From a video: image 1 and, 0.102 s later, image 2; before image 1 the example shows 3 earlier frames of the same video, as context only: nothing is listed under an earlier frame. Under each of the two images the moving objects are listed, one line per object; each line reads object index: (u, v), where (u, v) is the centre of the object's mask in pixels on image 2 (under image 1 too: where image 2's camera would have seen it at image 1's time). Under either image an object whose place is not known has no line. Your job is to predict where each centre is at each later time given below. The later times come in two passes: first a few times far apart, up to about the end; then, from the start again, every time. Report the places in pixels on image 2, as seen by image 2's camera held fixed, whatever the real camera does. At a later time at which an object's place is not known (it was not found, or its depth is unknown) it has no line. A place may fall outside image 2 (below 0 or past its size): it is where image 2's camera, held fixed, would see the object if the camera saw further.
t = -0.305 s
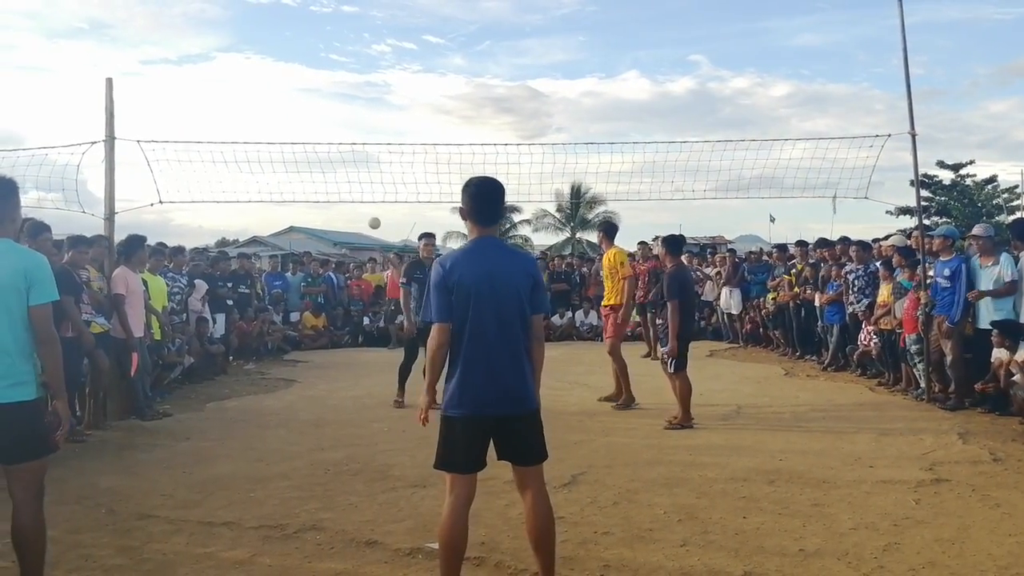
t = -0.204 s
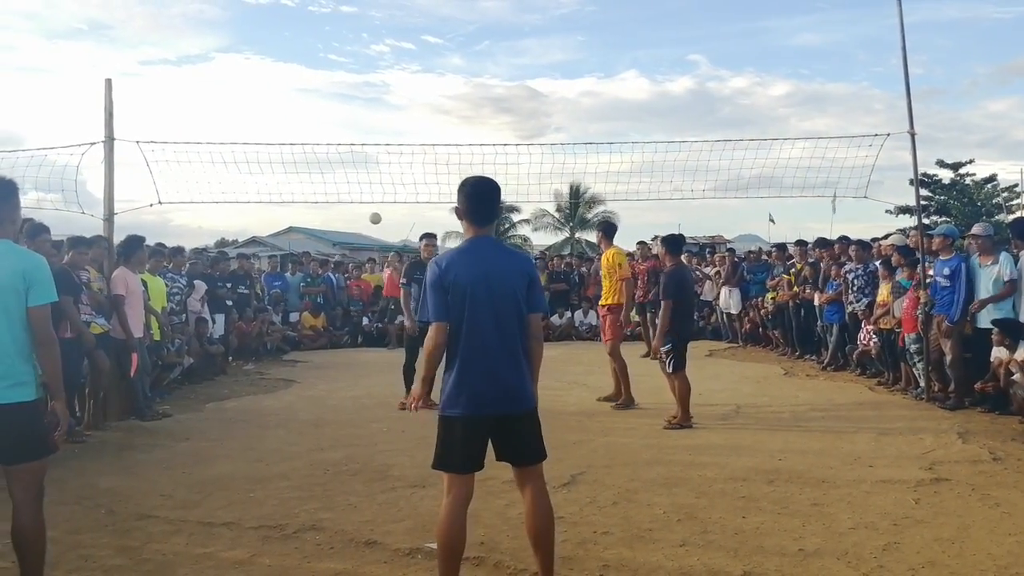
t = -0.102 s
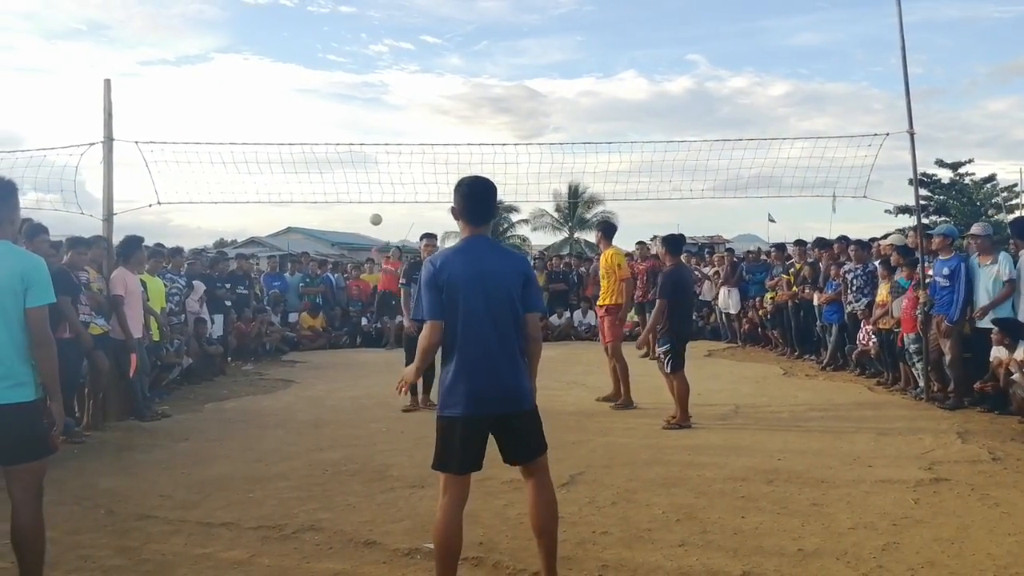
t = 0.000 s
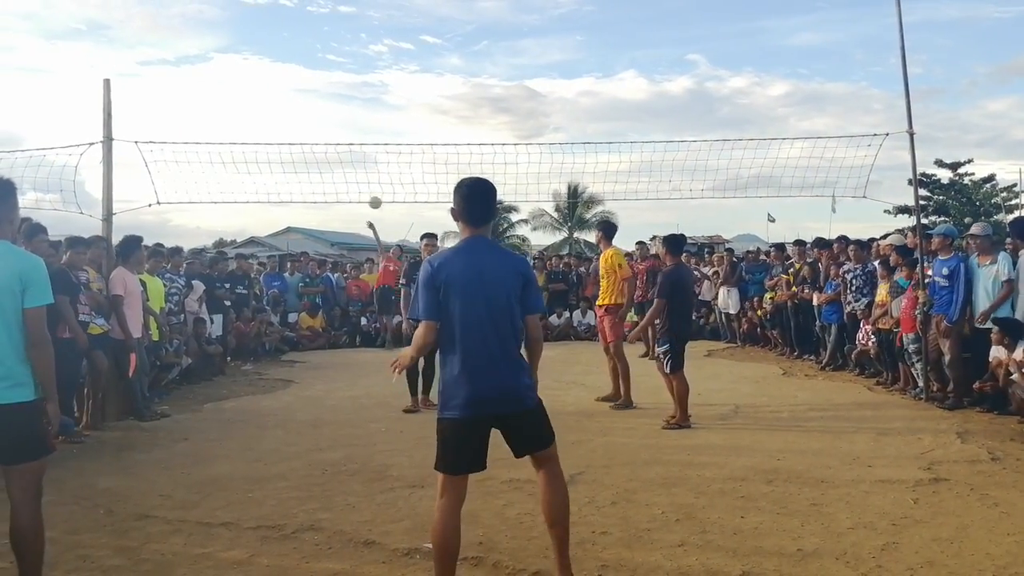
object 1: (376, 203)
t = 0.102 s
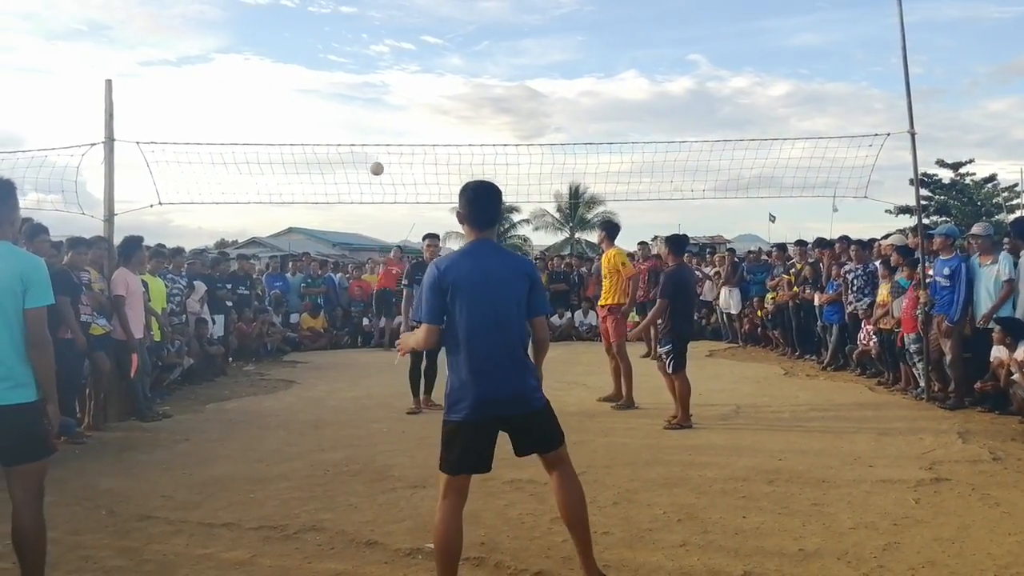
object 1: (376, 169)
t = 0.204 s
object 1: (377, 136)
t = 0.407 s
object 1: (390, 83)
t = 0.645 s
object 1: (428, 54)
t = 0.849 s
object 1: (500, 83)
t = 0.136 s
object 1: (377, 157)
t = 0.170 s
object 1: (377, 147)
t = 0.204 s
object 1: (377, 136)
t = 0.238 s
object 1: (379, 126)
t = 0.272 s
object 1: (380, 117)
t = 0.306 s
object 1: (382, 107)
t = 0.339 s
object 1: (384, 99)
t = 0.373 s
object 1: (386, 91)
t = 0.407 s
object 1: (390, 83)
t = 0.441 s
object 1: (393, 77)
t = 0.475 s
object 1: (398, 71)
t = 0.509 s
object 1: (402, 66)
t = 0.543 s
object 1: (407, 61)
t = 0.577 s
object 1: (413, 58)
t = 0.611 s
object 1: (420, 55)
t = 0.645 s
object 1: (428, 54)
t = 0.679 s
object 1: (437, 54)
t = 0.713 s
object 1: (447, 56)
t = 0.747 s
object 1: (457, 59)
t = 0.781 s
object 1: (470, 64)
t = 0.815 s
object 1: (484, 73)
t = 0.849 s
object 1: (500, 83)
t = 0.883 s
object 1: (518, 97)
